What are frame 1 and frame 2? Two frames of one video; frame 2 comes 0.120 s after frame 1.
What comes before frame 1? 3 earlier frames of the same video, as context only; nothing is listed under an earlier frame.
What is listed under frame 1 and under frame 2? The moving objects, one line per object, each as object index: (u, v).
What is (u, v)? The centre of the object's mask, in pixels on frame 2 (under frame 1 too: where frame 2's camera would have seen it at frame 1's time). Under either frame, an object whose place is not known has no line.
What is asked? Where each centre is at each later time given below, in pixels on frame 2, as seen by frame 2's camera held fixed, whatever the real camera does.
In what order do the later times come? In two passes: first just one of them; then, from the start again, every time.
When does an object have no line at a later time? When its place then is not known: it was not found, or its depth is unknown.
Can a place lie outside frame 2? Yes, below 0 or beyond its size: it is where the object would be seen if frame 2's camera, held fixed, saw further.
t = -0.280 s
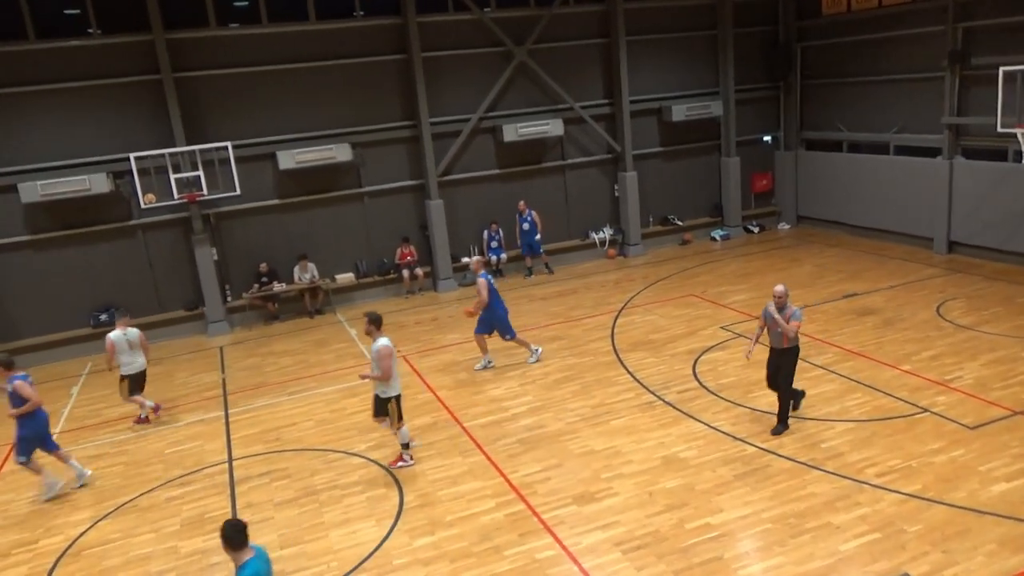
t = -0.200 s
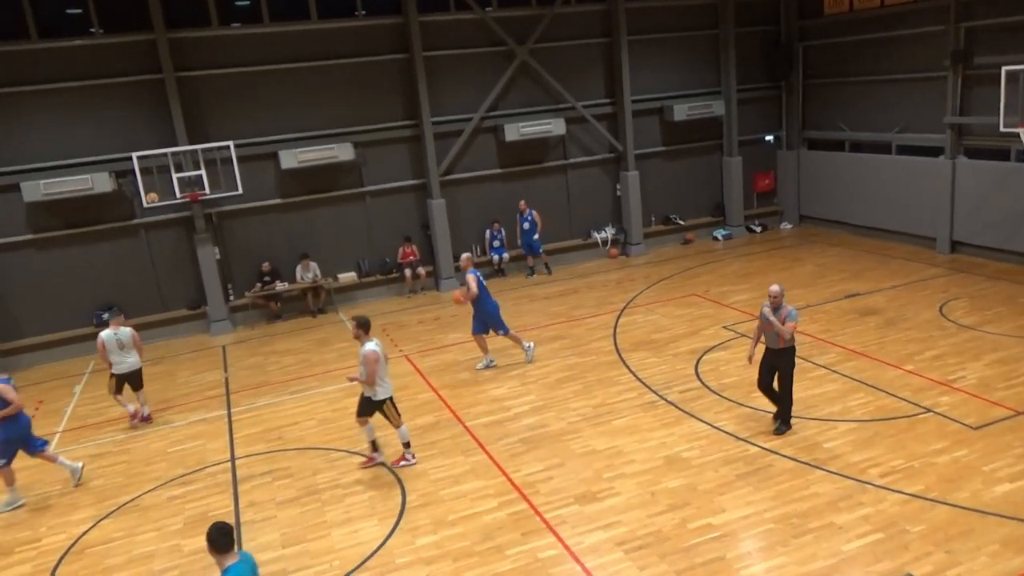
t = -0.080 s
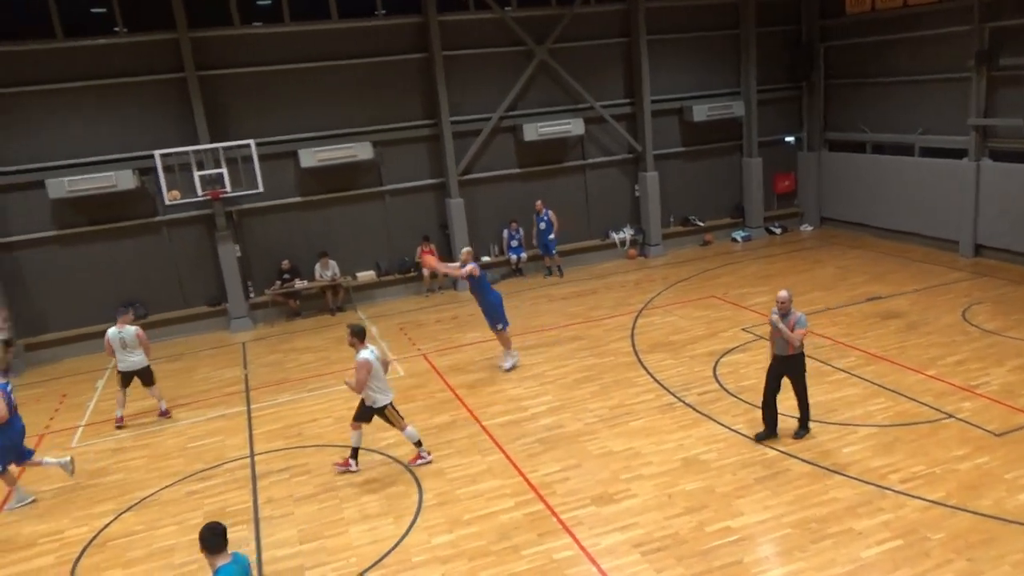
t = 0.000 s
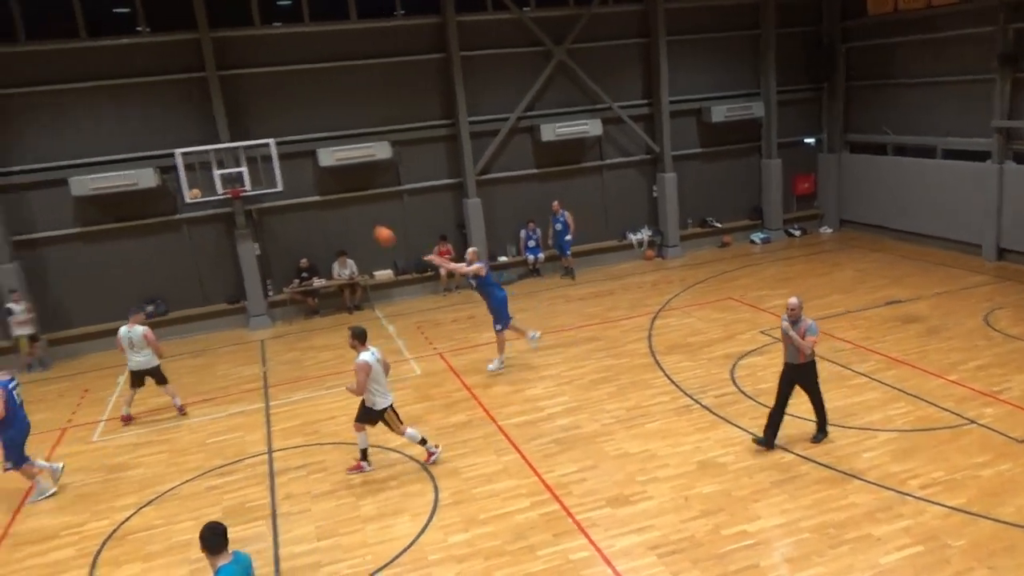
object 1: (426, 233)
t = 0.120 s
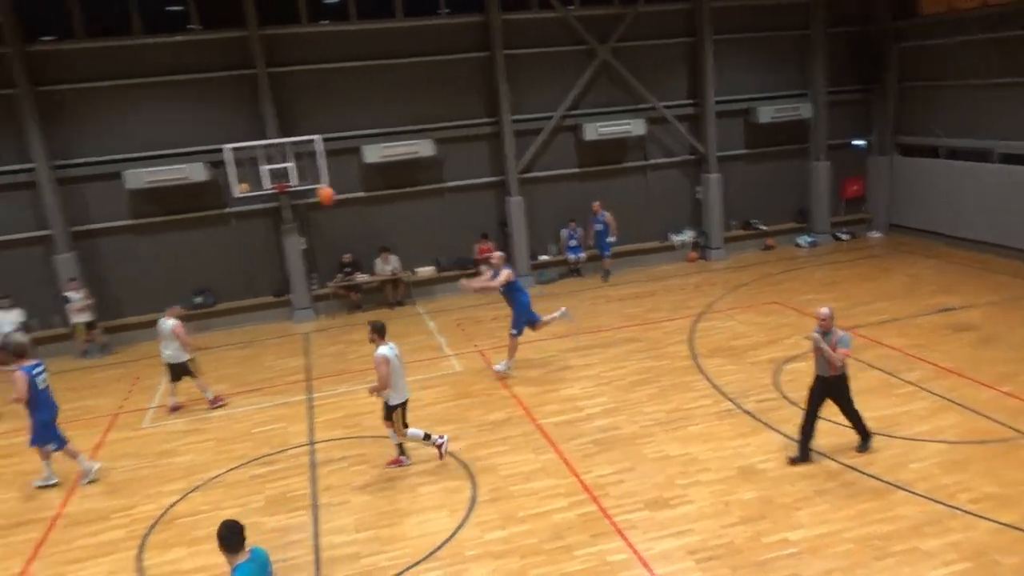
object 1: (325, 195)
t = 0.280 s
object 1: (181, 153)
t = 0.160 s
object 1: (291, 183)
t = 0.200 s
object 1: (256, 173)
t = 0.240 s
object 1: (219, 162)
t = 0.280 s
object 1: (181, 153)
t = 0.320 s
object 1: (143, 144)
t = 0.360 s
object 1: (103, 138)
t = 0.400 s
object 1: (63, 132)
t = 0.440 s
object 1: (23, 126)
